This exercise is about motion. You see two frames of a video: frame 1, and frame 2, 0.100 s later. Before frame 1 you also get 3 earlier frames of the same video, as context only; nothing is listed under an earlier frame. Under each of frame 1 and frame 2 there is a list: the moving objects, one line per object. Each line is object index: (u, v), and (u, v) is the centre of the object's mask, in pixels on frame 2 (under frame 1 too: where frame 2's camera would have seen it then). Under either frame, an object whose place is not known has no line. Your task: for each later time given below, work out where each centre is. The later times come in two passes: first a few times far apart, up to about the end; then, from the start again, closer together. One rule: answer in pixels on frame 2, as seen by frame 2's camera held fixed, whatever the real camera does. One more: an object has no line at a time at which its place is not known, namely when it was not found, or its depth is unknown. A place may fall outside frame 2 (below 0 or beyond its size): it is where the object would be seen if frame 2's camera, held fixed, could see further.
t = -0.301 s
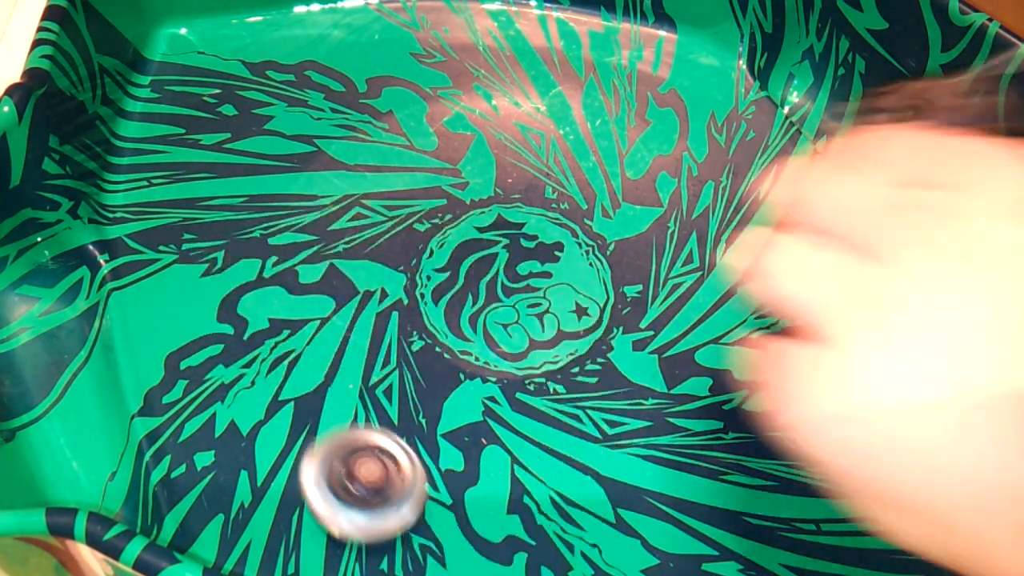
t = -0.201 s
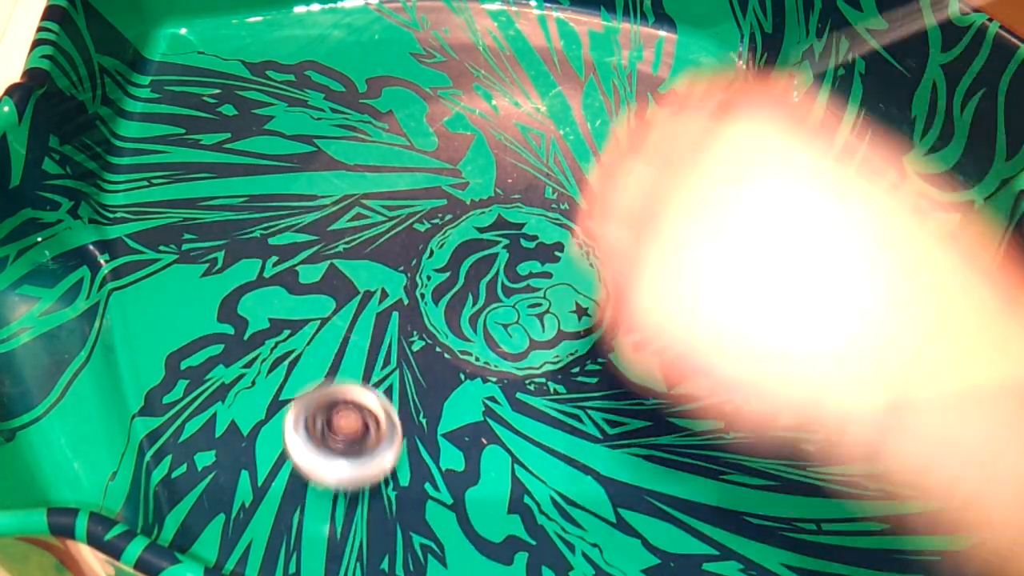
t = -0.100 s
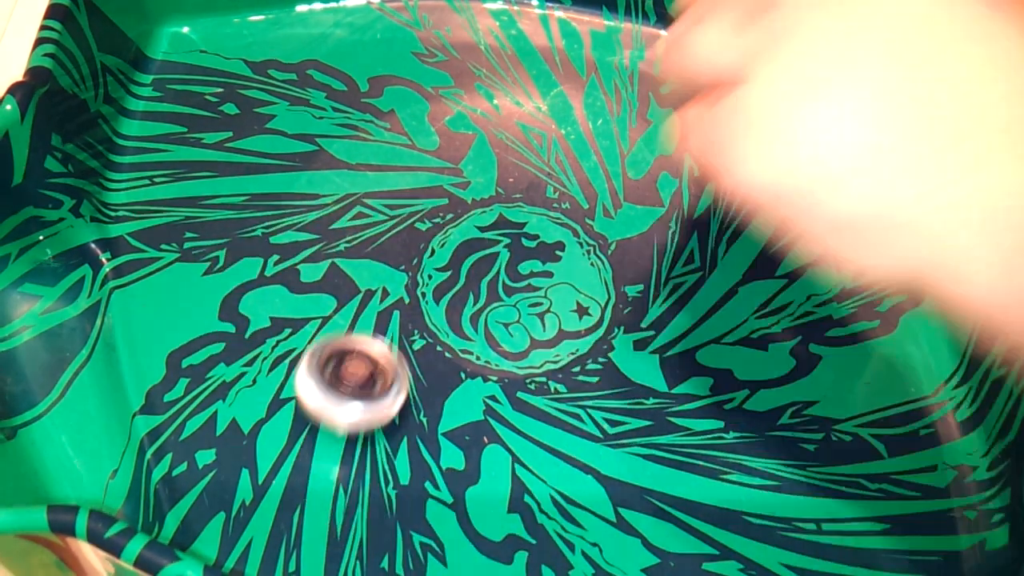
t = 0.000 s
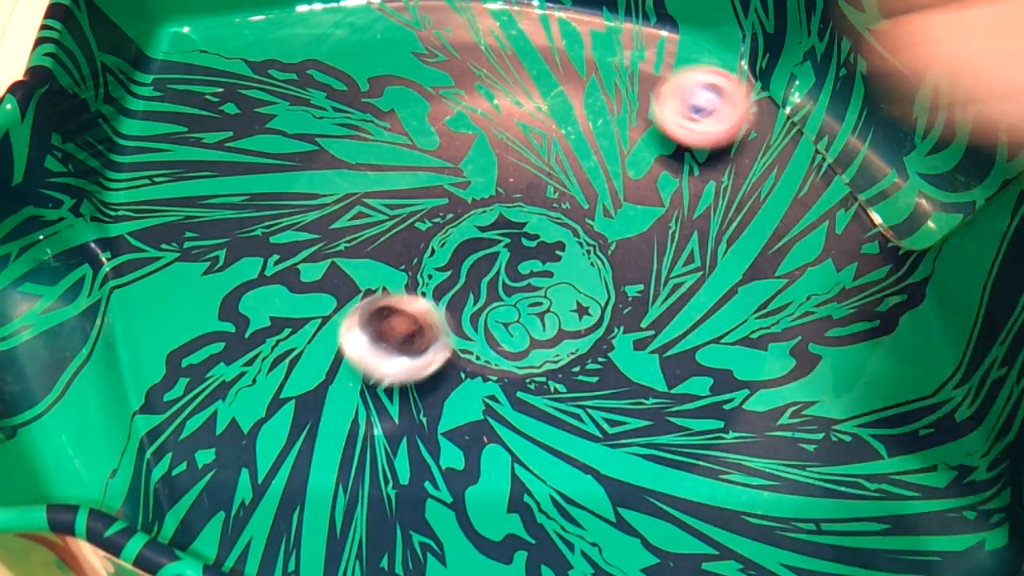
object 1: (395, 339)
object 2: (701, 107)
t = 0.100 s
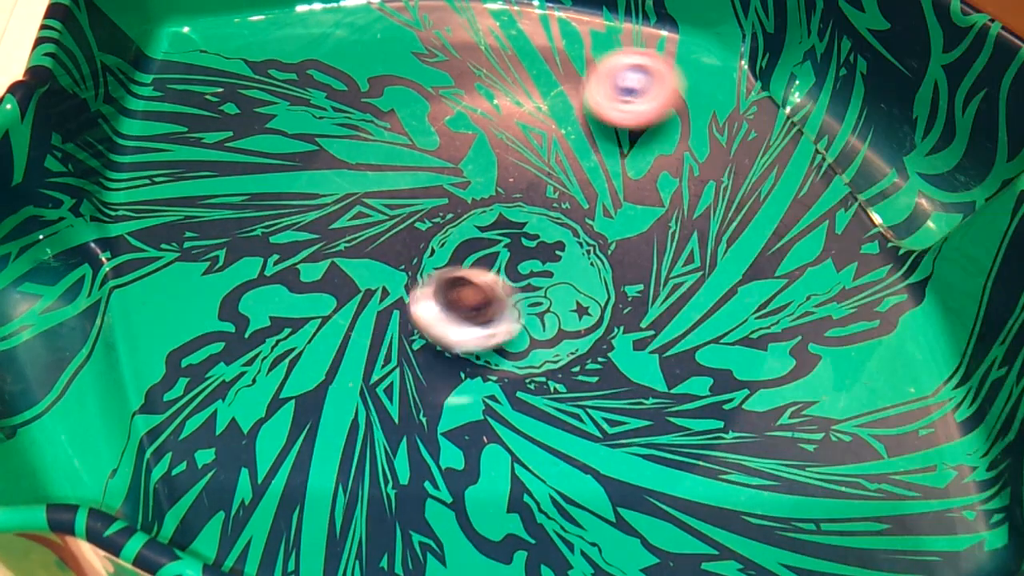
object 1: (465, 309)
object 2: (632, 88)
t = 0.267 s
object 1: (605, 321)
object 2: (528, 100)
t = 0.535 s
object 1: (759, 444)
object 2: (423, 208)
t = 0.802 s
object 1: (791, 547)
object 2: (383, 265)
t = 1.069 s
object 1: (645, 463)
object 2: (389, 216)
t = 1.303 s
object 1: (519, 313)
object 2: (423, 145)
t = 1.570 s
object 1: (654, 264)
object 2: (506, 37)
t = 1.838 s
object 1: (862, 461)
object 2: (526, 251)
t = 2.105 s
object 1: (713, 422)
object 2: (401, 538)
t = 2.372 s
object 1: (465, 231)
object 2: (271, 404)
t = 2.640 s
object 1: (492, 78)
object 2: (336, 136)
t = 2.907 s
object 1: (720, 81)
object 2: (585, 169)
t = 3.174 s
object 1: (792, 320)
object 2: (621, 544)
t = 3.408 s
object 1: (461, 397)
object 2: (330, 406)
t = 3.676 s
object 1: (628, 194)
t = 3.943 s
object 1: (870, 136)
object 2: (495, 211)
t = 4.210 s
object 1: (874, 143)
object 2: (355, 343)
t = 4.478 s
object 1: (928, 201)
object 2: (575, 367)
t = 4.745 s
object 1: (895, 167)
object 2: (724, 389)
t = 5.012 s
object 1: (911, 188)
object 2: (598, 380)
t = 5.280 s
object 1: (908, 184)
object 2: (518, 316)
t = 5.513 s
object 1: (892, 167)
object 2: (637, 265)
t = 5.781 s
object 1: (920, 206)
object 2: (731, 310)
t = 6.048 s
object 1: (895, 172)
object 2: (509, 418)
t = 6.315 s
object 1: (914, 204)
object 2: (345, 200)
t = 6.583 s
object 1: (912, 193)
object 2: (554, 37)
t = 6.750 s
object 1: (927, 206)
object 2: (755, 80)
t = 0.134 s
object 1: (490, 305)
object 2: (609, 85)
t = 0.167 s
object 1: (516, 303)
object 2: (586, 85)
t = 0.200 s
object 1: (545, 306)
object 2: (565, 87)
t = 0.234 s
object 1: (574, 312)
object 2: (545, 93)
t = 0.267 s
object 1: (605, 321)
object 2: (528, 100)
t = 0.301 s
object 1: (637, 332)
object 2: (510, 110)
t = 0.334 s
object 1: (664, 345)
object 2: (495, 122)
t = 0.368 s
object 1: (691, 358)
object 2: (480, 136)
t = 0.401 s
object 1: (713, 373)
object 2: (466, 151)
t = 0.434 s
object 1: (729, 389)
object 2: (455, 165)
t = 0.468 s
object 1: (741, 407)
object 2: (444, 179)
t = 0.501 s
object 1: (750, 424)
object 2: (433, 194)
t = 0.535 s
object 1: (759, 444)
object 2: (423, 208)
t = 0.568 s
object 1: (769, 464)
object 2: (414, 220)
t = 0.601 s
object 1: (778, 485)
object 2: (407, 231)
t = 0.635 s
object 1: (787, 503)
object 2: (401, 241)
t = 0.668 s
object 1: (793, 522)
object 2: (395, 250)
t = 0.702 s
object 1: (797, 533)
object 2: (390, 257)
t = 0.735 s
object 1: (800, 541)
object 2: (387, 262)
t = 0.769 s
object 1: (800, 548)
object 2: (385, 265)
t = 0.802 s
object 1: (791, 547)
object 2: (383, 265)
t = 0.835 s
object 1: (779, 543)
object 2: (383, 264)
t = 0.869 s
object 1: (765, 538)
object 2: (382, 262)
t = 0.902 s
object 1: (749, 532)
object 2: (382, 258)
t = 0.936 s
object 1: (730, 525)
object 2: (382, 251)
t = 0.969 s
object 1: (711, 513)
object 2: (383, 244)
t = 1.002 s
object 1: (689, 498)
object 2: (384, 235)
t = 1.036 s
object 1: (666, 480)
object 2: (386, 226)
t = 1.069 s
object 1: (645, 463)
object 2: (389, 216)
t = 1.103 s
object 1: (620, 446)
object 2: (393, 207)
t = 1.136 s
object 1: (595, 426)
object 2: (397, 196)
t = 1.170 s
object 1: (571, 407)
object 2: (401, 186)
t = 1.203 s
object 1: (553, 384)
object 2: (406, 175)
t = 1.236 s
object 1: (537, 362)
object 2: (411, 165)
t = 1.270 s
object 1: (526, 338)
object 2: (416, 155)
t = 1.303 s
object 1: (519, 313)
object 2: (423, 145)
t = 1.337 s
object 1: (515, 290)
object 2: (431, 135)
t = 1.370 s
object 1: (516, 271)
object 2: (442, 126)
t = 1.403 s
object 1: (520, 251)
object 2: (455, 120)
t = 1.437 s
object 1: (528, 232)
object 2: (473, 115)
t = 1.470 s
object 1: (537, 214)
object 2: (496, 115)
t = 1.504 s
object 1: (558, 204)
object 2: (515, 112)
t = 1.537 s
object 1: (608, 229)
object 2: (512, 69)
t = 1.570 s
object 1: (654, 264)
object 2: (506, 37)
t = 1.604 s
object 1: (698, 297)
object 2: (506, 22)
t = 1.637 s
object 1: (741, 327)
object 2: (505, 33)
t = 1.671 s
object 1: (774, 353)
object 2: (506, 51)
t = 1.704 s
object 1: (803, 381)
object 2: (509, 82)
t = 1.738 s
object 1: (825, 407)
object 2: (516, 119)
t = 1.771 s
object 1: (843, 427)
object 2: (523, 163)
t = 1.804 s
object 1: (855, 446)
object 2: (526, 208)
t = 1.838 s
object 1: (862, 461)
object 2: (526, 251)
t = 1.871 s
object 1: (862, 471)
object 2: (523, 299)
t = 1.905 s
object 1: (857, 476)
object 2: (515, 348)
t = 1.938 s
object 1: (846, 476)
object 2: (503, 398)
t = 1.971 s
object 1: (828, 475)
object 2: (488, 440)
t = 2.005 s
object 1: (806, 468)
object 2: (470, 477)
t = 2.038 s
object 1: (778, 457)
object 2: (449, 509)
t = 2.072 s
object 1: (746, 441)
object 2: (426, 527)
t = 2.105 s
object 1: (713, 422)
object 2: (401, 538)
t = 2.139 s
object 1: (675, 404)
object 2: (376, 542)
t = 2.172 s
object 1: (636, 386)
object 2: (351, 542)
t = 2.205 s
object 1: (598, 363)
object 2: (330, 535)
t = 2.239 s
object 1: (556, 337)
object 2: (313, 523)
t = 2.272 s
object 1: (527, 309)
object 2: (297, 500)
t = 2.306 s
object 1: (501, 281)
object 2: (285, 470)
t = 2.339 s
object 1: (481, 256)
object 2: (277, 438)
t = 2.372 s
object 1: (465, 231)
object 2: (271, 404)
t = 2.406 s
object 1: (452, 205)
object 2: (269, 369)
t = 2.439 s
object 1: (444, 178)
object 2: (269, 334)
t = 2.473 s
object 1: (441, 154)
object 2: (272, 298)
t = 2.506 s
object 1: (443, 132)
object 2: (279, 264)
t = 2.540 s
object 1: (449, 115)
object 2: (288, 231)
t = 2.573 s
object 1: (460, 99)
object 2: (300, 199)
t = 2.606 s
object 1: (474, 87)
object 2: (316, 166)
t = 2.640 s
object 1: (492, 78)
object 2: (336, 136)
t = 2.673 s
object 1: (510, 74)
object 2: (367, 112)
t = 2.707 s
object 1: (534, 70)
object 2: (400, 95)
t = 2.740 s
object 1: (556, 70)
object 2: (433, 86)
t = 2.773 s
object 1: (580, 73)
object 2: (477, 83)
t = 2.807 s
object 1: (606, 76)
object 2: (510, 89)
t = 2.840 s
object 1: (648, 76)
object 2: (535, 107)
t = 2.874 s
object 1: (684, 77)
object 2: (559, 134)
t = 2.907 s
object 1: (720, 81)
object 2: (585, 169)
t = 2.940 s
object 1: (753, 90)
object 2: (611, 211)
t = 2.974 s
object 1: (785, 107)
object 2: (628, 254)
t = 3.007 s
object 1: (809, 131)
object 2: (647, 305)
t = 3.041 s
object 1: (825, 164)
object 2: (658, 360)
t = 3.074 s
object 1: (834, 203)
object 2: (662, 415)
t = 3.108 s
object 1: (830, 243)
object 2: (657, 468)
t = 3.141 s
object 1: (817, 282)
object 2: (642, 518)
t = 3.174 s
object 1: (792, 320)
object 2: (621, 544)
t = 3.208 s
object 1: (757, 352)
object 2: (572, 549)
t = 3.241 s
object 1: (715, 378)
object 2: (528, 537)
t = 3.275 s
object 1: (666, 400)
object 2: (481, 530)
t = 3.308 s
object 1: (614, 410)
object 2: (439, 508)
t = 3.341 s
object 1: (561, 414)
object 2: (401, 478)
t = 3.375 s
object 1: (507, 409)
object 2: (363, 443)
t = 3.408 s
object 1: (461, 397)
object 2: (330, 406)
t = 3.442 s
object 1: (427, 375)
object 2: (279, 366)
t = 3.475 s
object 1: (463, 346)
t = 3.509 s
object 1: (503, 316)
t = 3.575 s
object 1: (567, 265)
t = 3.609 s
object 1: (590, 238)
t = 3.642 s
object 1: (611, 214)
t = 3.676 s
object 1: (628, 194)
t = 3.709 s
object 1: (642, 177)
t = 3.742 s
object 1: (651, 167)
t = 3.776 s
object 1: (658, 163)
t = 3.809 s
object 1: (662, 164)
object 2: (485, 204)
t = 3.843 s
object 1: (664, 170)
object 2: (549, 191)
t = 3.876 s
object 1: (711, 164)
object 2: (557, 188)
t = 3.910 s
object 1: (797, 150)
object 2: (527, 192)
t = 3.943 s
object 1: (870, 136)
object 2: (495, 211)
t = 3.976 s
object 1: (928, 141)
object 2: (460, 243)
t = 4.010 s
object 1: (941, 175)
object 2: (428, 256)
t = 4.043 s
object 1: (920, 181)
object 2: (399, 272)
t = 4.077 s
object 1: (898, 172)
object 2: (373, 290)
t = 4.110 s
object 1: (889, 158)
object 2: (359, 305)
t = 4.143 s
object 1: (879, 152)
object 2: (349, 320)
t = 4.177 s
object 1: (875, 146)
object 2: (349, 332)
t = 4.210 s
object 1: (874, 143)
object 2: (355, 343)
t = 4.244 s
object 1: (874, 144)
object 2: (369, 349)
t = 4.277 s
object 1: (879, 148)
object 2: (389, 354)
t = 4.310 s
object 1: (885, 157)
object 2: (413, 355)
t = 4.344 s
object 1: (896, 169)
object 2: (443, 358)
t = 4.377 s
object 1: (907, 182)
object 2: (474, 360)
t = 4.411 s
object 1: (919, 191)
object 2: (508, 362)
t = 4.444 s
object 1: (924, 197)
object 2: (542, 365)
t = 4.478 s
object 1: (928, 201)
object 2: (575, 367)
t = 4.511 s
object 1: (931, 203)
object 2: (607, 370)
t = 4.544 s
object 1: (931, 204)
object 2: (636, 373)
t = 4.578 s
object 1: (929, 200)
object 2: (663, 376)
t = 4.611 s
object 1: (922, 199)
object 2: (685, 379)
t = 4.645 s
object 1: (915, 195)
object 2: (702, 382)
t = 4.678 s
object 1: (907, 187)
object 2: (715, 384)
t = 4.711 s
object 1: (901, 176)
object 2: (722, 386)
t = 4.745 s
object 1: (895, 167)
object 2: (724, 389)
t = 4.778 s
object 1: (889, 165)
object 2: (721, 391)
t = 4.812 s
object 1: (887, 161)
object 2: (712, 391)
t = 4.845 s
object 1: (887, 163)
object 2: (699, 392)
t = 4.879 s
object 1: (887, 167)
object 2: (683, 392)
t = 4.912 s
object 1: (892, 171)
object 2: (664, 390)
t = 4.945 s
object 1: (898, 176)
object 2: (643, 388)
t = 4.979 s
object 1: (904, 181)
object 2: (621, 385)
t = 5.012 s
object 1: (911, 188)
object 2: (598, 380)
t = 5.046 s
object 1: (919, 194)
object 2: (578, 375)
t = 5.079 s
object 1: (923, 200)
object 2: (560, 368)
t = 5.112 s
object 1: (928, 204)
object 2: (544, 359)
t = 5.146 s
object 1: (933, 201)
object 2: (531, 349)
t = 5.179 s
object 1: (926, 198)
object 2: (522, 340)
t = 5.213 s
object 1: (920, 193)
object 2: (517, 332)
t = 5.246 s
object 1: (913, 188)
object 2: (516, 323)
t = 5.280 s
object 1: (908, 184)
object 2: (518, 316)
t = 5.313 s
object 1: (903, 180)
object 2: (525, 309)
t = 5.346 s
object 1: (899, 176)
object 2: (536, 301)
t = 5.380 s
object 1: (896, 174)
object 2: (551, 294)
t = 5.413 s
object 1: (893, 172)
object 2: (568, 286)
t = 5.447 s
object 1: (891, 170)
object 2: (590, 279)
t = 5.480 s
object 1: (890, 168)
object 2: (613, 271)
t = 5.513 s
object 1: (892, 167)
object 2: (637, 265)
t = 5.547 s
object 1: (895, 172)
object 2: (662, 260)
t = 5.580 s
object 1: (899, 178)
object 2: (684, 259)
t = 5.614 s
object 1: (907, 186)
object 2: (702, 261)
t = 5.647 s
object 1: (921, 195)
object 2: (718, 264)
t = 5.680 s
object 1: (929, 202)
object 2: (728, 273)
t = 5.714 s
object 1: (932, 206)
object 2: (734, 282)
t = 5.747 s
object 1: (928, 205)
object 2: (734, 295)
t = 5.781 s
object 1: (920, 206)
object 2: (731, 310)
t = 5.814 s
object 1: (922, 203)
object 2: (724, 328)
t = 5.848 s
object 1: (926, 200)
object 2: (711, 349)
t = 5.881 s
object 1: (921, 206)
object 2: (695, 371)
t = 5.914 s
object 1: (929, 205)
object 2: (673, 391)
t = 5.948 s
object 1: (926, 203)
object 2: (640, 407)
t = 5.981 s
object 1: (916, 192)
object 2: (598, 419)
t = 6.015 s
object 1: (903, 181)
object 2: (554, 423)
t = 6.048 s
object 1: (895, 172)
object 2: (509, 418)
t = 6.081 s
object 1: (890, 163)
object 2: (468, 407)
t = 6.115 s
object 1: (896, 151)
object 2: (429, 387)
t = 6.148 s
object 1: (887, 159)
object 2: (398, 363)
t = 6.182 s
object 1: (890, 162)
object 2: (374, 332)
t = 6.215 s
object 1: (918, 147)
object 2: (356, 299)
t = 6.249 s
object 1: (920, 160)
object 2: (343, 268)
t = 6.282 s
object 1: (909, 187)
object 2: (340, 234)
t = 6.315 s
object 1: (914, 204)
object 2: (345, 200)
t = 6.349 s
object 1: (922, 209)
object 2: (354, 169)
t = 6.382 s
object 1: (940, 200)
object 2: (370, 139)
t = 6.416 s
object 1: (946, 195)
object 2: (393, 112)
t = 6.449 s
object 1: (933, 204)
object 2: (418, 89)
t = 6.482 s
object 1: (918, 209)
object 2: (444, 71)
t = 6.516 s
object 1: (911, 204)
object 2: (477, 57)
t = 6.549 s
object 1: (911, 197)
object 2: (512, 45)
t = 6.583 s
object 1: (912, 193)
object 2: (554, 37)
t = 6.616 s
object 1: (910, 194)
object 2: (592, 34)
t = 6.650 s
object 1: (913, 195)
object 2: (632, 34)
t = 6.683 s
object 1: (919, 198)
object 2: (674, 41)
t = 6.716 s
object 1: (924, 201)
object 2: (718, 55)
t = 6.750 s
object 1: (927, 206)
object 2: (755, 80)
